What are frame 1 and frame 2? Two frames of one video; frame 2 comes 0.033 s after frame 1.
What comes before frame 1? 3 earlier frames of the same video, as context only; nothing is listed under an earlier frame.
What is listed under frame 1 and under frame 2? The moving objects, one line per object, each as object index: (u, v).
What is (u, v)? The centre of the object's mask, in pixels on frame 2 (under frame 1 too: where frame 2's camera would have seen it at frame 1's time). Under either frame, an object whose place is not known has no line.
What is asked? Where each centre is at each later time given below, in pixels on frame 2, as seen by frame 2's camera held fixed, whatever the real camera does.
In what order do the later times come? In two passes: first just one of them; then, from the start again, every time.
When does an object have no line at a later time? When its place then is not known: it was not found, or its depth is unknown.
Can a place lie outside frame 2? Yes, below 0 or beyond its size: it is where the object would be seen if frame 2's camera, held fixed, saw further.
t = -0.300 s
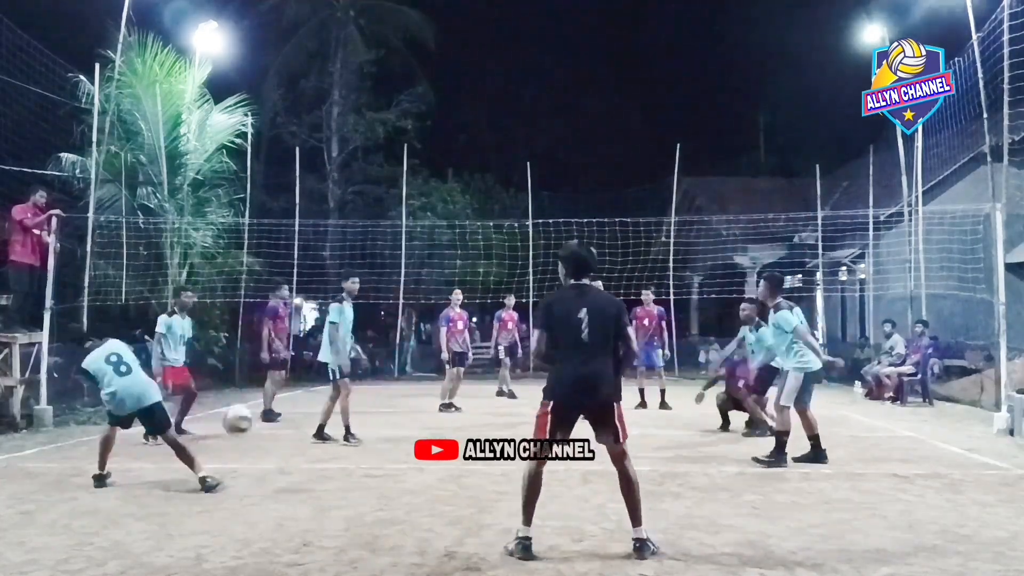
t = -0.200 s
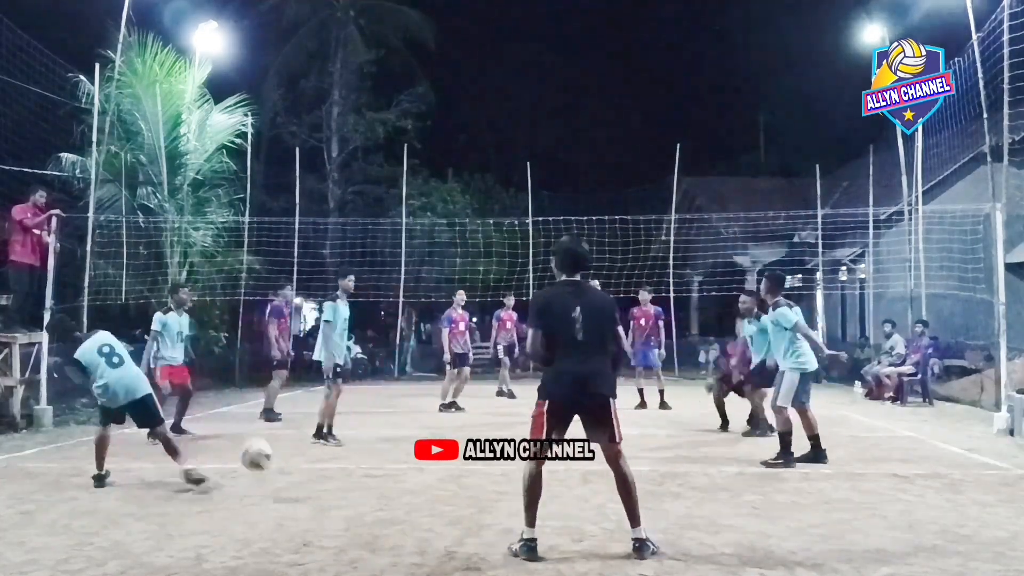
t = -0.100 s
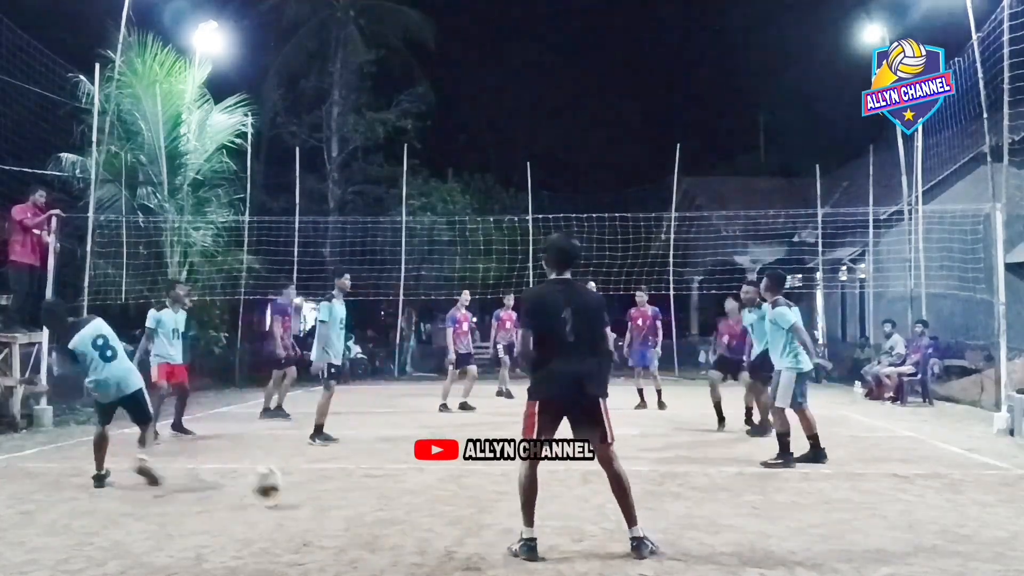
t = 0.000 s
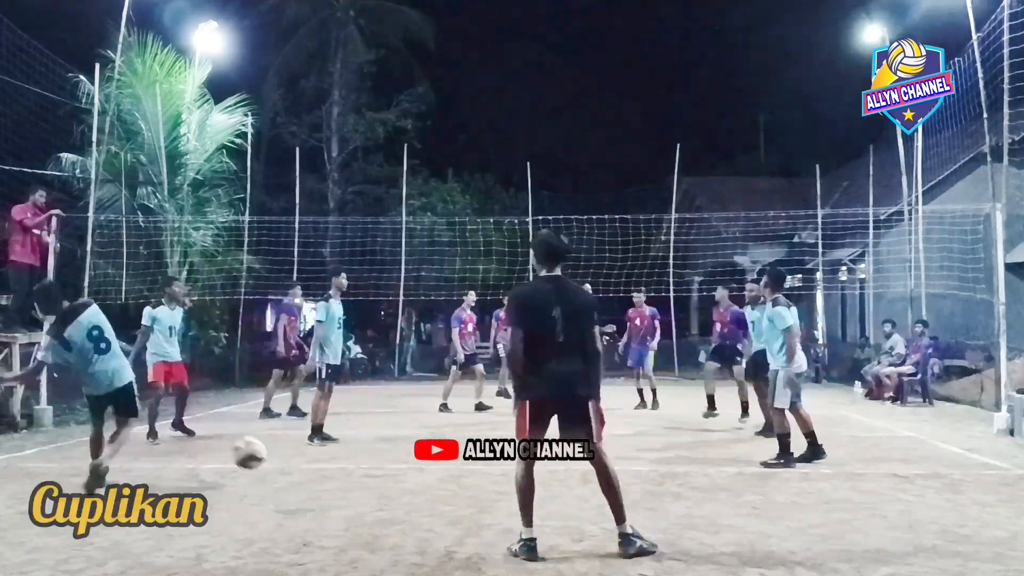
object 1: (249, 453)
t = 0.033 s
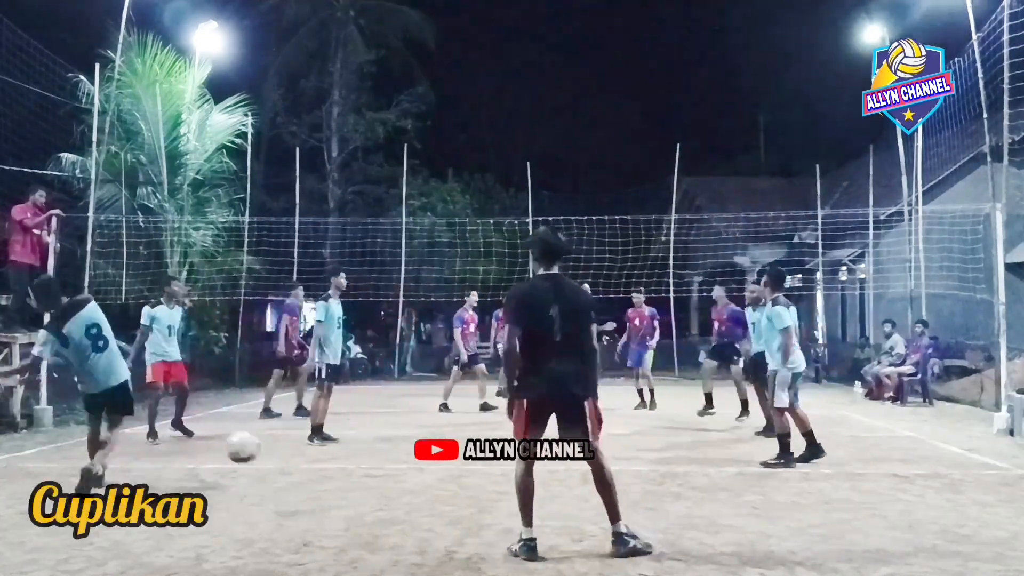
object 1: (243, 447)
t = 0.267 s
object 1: (198, 447)
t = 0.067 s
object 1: (237, 443)
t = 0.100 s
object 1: (231, 438)
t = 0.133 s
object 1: (224, 437)
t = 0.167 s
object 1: (220, 436)
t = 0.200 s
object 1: (213, 438)
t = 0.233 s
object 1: (205, 442)
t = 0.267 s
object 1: (198, 447)
